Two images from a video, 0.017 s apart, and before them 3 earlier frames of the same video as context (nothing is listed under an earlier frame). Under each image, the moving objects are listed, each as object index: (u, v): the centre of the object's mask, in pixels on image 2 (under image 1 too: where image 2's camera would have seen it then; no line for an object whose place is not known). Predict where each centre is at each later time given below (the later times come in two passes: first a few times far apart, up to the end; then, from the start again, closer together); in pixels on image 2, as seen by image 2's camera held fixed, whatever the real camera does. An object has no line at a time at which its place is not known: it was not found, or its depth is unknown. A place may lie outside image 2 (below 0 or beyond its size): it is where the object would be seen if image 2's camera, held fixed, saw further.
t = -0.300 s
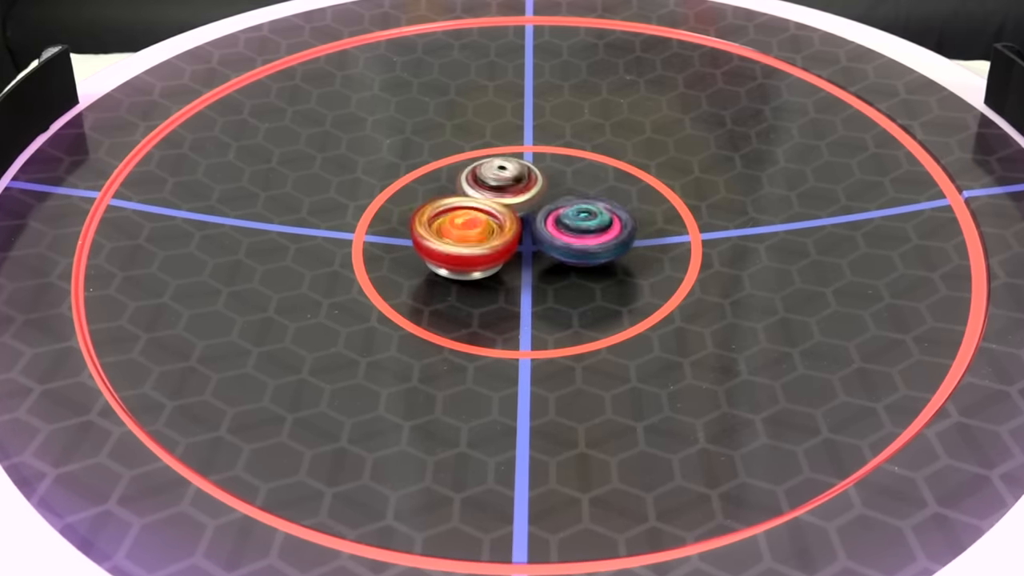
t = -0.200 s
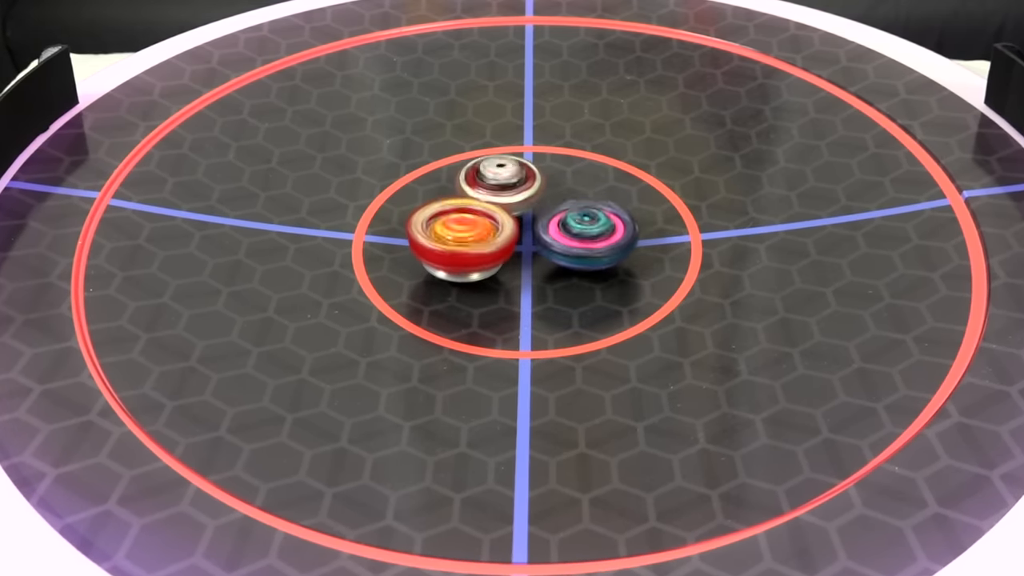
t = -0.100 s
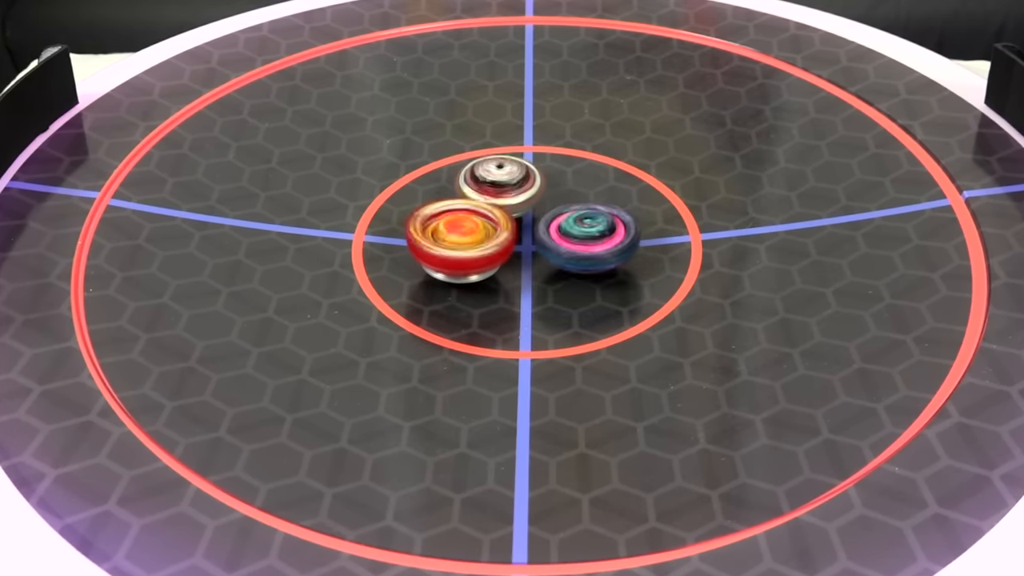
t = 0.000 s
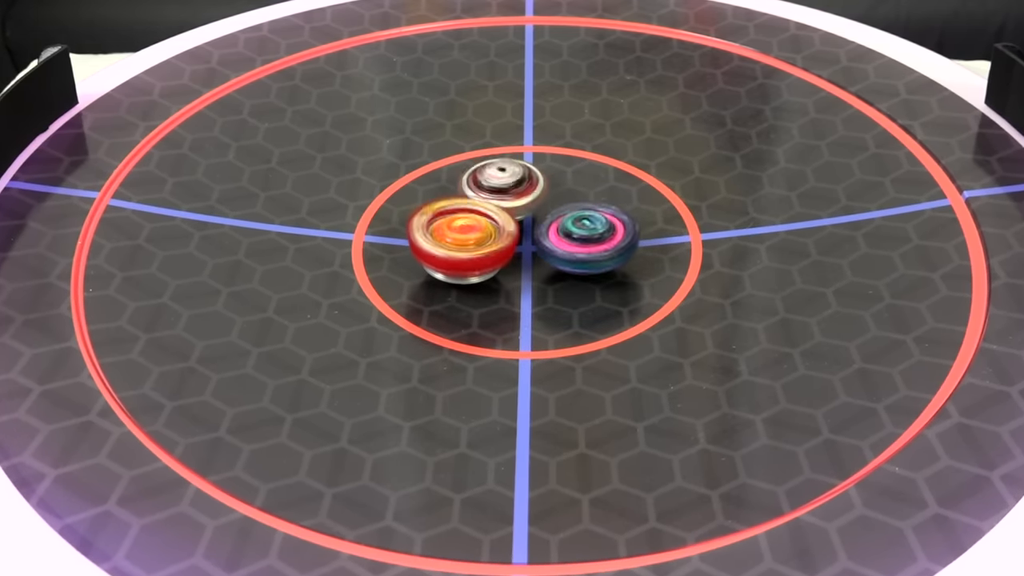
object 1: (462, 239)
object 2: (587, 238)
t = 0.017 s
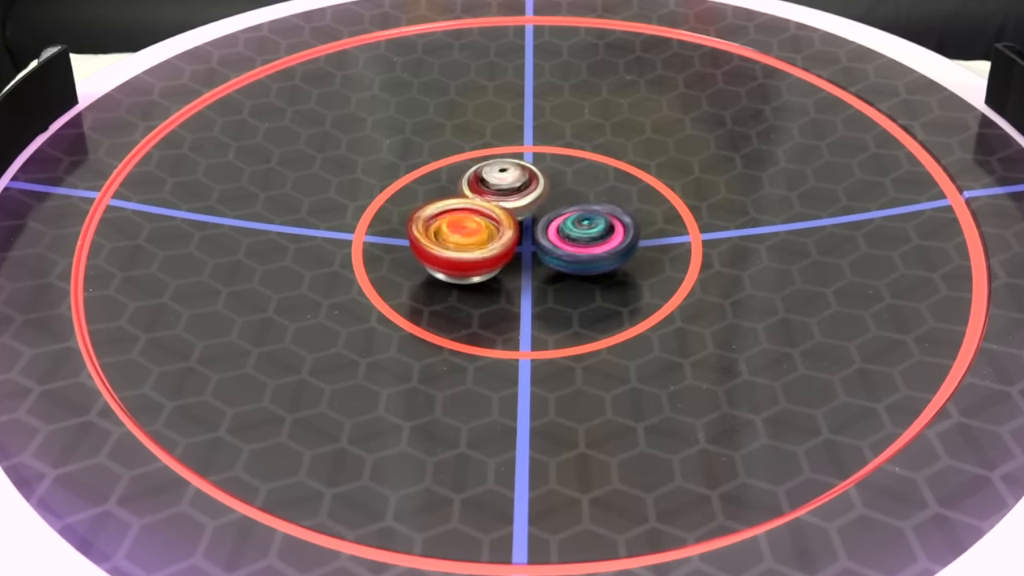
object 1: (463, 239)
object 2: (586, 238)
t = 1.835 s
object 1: (468, 243)
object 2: (595, 240)
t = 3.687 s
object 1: (455, 213)
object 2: (568, 259)
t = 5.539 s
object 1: (435, 224)
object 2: (561, 248)
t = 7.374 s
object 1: (434, 225)
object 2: (561, 237)
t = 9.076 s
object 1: (435, 208)
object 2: (572, 265)
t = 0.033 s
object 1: (463, 239)
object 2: (585, 238)
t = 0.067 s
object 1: (465, 239)
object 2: (585, 239)
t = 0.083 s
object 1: (466, 239)
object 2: (584, 238)
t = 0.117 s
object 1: (466, 240)
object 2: (584, 238)
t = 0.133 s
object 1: (466, 240)
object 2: (583, 238)
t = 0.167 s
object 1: (469, 241)
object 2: (582, 238)
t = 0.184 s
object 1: (468, 241)
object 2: (581, 239)
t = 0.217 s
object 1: (471, 242)
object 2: (581, 238)
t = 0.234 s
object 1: (470, 242)
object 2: (581, 238)
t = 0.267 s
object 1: (459, 243)
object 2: (591, 236)
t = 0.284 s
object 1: (455, 243)
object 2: (595, 235)
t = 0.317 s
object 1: (448, 243)
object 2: (601, 233)
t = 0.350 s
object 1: (444, 244)
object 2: (603, 232)
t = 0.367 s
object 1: (440, 244)
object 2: (604, 232)
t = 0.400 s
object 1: (438, 243)
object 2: (606, 231)
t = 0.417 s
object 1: (437, 244)
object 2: (606, 230)
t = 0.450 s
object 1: (434, 243)
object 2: (609, 230)
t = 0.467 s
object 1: (434, 243)
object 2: (610, 229)
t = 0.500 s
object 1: (431, 242)
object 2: (611, 228)
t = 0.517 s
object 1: (430, 242)
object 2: (611, 227)
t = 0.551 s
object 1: (429, 241)
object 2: (615, 227)
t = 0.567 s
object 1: (429, 240)
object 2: (620, 228)
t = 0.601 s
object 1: (430, 240)
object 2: (624, 228)
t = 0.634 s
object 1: (430, 238)
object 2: (626, 227)
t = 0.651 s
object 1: (432, 238)
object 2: (626, 228)
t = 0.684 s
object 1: (432, 236)
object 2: (627, 227)
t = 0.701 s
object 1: (432, 236)
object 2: (627, 226)
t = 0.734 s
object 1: (431, 235)
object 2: (627, 226)
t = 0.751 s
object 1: (432, 235)
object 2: (628, 225)
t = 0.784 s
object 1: (434, 235)
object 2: (627, 225)
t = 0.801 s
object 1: (434, 234)
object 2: (628, 225)
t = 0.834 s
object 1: (436, 234)
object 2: (627, 224)
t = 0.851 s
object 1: (438, 234)
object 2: (626, 224)
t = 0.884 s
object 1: (439, 233)
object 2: (625, 223)
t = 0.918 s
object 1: (444, 233)
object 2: (623, 223)
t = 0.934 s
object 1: (445, 233)
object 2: (621, 222)
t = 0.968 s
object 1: (450, 232)
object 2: (617, 222)
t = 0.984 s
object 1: (452, 232)
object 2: (617, 222)
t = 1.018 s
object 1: (455, 232)
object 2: (614, 222)
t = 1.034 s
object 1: (458, 232)
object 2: (612, 222)
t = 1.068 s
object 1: (461, 232)
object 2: (609, 221)
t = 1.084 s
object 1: (464, 232)
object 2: (606, 221)
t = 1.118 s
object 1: (469, 232)
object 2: (602, 221)
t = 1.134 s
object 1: (471, 232)
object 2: (601, 221)
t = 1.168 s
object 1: (477, 232)
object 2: (597, 221)
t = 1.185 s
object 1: (478, 233)
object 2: (595, 222)
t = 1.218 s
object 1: (485, 233)
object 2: (594, 224)
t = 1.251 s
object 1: (485, 234)
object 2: (594, 225)
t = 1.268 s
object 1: (484, 235)
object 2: (595, 224)
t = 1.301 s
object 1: (480, 236)
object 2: (597, 225)
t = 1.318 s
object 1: (479, 237)
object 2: (596, 225)
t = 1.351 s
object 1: (480, 238)
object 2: (595, 227)
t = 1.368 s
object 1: (480, 239)
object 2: (595, 228)
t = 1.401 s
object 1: (478, 239)
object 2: (594, 229)
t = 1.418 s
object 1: (478, 240)
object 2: (593, 229)
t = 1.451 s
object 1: (479, 241)
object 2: (592, 230)
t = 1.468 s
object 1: (479, 241)
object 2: (591, 231)
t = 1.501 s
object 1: (480, 241)
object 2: (591, 233)
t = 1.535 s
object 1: (480, 242)
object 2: (592, 234)
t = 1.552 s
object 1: (480, 242)
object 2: (592, 236)
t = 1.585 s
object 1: (481, 242)
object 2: (591, 237)
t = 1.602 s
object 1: (481, 242)
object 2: (591, 237)
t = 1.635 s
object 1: (480, 242)
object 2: (593, 238)
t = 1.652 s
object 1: (478, 242)
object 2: (594, 238)
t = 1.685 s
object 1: (477, 242)
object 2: (594, 239)
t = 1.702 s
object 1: (478, 242)
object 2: (595, 240)
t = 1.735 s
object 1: (475, 242)
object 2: (596, 240)
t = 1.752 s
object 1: (475, 242)
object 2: (596, 240)
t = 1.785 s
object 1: (470, 243)
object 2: (595, 240)
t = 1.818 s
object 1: (468, 243)
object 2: (595, 240)
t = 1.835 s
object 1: (468, 243)
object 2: (595, 240)
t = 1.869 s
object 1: (465, 244)
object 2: (595, 240)
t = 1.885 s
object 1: (464, 244)
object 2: (595, 240)
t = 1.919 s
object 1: (464, 244)
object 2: (594, 241)
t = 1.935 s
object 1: (462, 244)
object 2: (594, 240)
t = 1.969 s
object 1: (460, 244)
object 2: (593, 240)
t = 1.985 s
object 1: (461, 244)
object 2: (593, 241)
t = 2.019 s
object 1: (461, 243)
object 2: (591, 240)
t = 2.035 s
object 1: (460, 243)
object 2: (590, 240)
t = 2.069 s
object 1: (459, 243)
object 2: (588, 239)
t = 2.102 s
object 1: (457, 243)
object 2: (592, 241)
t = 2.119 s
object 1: (457, 243)
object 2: (594, 243)
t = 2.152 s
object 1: (457, 243)
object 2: (596, 244)
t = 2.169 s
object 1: (458, 243)
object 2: (596, 245)
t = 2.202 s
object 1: (459, 243)
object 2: (596, 245)
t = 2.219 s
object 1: (458, 242)
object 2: (595, 245)
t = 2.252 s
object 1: (461, 242)
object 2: (595, 246)
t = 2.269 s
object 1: (462, 242)
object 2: (595, 247)
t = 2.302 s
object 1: (462, 241)
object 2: (595, 247)
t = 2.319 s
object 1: (464, 241)
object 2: (593, 246)
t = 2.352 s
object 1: (468, 240)
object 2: (593, 247)
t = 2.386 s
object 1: (470, 239)
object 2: (592, 247)
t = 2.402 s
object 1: (472, 239)
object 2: (593, 247)
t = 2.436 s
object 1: (476, 238)
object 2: (592, 247)
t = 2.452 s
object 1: (478, 238)
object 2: (590, 247)
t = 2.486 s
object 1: (478, 237)
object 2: (593, 247)
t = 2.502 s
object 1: (475, 236)
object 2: (597, 246)
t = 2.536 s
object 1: (471, 235)
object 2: (601, 245)
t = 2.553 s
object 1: (471, 235)
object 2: (600, 245)
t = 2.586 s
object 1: (470, 233)
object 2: (600, 244)
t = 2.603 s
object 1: (470, 233)
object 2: (601, 245)
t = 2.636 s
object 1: (470, 232)
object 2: (600, 243)
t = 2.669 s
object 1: (470, 230)
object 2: (599, 243)
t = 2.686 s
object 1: (470, 229)
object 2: (598, 242)
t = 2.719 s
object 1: (469, 230)
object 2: (596, 241)
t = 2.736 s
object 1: (469, 230)
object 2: (596, 241)
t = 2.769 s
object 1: (469, 230)
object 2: (593, 240)
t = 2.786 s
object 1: (470, 230)
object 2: (592, 240)
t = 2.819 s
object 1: (470, 229)
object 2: (589, 239)
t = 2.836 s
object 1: (471, 229)
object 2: (588, 238)
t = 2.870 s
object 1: (473, 228)
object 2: (586, 238)
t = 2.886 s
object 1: (474, 228)
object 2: (584, 237)
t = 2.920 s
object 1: (473, 227)
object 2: (583, 236)
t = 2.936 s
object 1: (472, 227)
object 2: (584, 236)
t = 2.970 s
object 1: (472, 227)
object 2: (583, 235)
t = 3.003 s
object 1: (472, 226)
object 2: (581, 235)
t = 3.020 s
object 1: (471, 225)
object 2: (581, 236)
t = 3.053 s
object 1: (471, 224)
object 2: (580, 237)
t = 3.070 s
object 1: (470, 224)
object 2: (579, 237)
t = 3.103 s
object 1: (469, 223)
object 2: (576, 237)
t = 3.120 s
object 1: (467, 223)
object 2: (577, 238)
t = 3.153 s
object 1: (461, 223)
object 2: (577, 238)
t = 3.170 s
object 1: (458, 223)
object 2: (575, 238)
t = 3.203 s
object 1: (455, 223)
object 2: (575, 239)
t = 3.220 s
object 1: (454, 222)
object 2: (575, 239)
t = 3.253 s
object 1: (449, 222)
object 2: (573, 239)
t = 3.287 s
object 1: (446, 221)
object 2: (571, 240)
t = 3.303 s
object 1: (446, 221)
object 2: (572, 242)
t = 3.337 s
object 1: (443, 220)
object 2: (573, 246)
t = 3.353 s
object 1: (442, 220)
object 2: (571, 248)
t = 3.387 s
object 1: (441, 219)
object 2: (571, 249)
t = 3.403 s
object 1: (441, 218)
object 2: (571, 250)
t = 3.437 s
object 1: (441, 218)
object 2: (570, 252)
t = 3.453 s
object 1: (442, 217)
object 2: (569, 253)
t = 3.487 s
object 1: (441, 216)
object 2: (570, 253)
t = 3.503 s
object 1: (441, 215)
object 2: (569, 255)
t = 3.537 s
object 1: (445, 215)
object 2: (569, 256)
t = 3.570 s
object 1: (446, 214)
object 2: (568, 256)
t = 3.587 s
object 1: (447, 213)
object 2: (569, 257)
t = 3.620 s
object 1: (451, 213)
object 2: (569, 258)
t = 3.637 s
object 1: (452, 213)
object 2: (567, 258)
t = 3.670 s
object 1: (453, 213)
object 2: (568, 259)
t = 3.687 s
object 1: (455, 213)
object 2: (568, 259)
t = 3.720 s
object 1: (456, 213)
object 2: (567, 259)
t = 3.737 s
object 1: (458, 214)
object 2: (566, 259)
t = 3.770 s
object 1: (460, 215)
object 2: (567, 259)
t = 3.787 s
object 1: (460, 215)
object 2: (567, 259)
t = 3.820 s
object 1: (464, 216)
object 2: (566, 259)
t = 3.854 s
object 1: (466, 218)
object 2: (566, 258)
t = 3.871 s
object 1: (466, 218)
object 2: (566, 258)
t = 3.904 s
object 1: (469, 220)
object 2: (565, 258)
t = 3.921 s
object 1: (470, 221)
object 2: (564, 258)
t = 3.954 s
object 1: (466, 223)
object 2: (565, 258)
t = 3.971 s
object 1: (464, 223)
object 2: (569, 258)
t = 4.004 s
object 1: (459, 223)
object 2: (573, 259)
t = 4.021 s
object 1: (456, 224)
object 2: (574, 258)
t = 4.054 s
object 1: (455, 224)
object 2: (574, 257)
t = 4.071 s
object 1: (454, 225)
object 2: (574, 257)
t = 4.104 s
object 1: (450, 226)
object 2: (574, 256)
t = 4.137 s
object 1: (448, 226)
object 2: (574, 255)
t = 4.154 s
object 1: (448, 227)
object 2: (575, 255)
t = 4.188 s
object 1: (446, 227)
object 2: (573, 254)
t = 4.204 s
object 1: (446, 227)
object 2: (573, 253)
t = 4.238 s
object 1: (445, 227)
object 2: (573, 252)
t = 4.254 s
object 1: (445, 227)
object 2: (571, 251)
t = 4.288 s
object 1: (442, 227)
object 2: (569, 250)
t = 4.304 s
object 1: (442, 227)
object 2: (569, 249)
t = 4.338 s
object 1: (441, 227)
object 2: (570, 250)
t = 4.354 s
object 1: (439, 227)
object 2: (571, 250)
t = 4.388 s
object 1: (438, 227)
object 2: (571, 251)
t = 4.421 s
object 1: (432, 229)
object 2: (570, 250)
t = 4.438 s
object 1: (429, 229)
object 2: (568, 250)
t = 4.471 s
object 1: (427, 230)
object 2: (568, 250)
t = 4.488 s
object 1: (425, 230)
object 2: (567, 251)
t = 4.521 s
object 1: (421, 231)
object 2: (566, 250)
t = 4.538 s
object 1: (419, 230)
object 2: (565, 250)
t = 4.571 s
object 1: (418, 230)
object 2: (563, 249)
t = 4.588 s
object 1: (419, 230)
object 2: (563, 249)
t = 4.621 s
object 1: (416, 230)
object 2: (561, 249)
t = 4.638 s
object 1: (416, 230)
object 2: (559, 249)
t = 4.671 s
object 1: (416, 229)
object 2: (557, 248)
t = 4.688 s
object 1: (417, 229)
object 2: (556, 248)
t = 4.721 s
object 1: (417, 228)
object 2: (553, 248)
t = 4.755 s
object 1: (418, 228)
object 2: (551, 248)
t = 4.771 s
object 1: (420, 227)
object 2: (550, 247)
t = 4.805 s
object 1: (422, 227)
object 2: (547, 247)
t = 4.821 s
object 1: (424, 227)
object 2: (545, 247)
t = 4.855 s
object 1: (428, 227)
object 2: (543, 247)
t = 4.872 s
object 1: (430, 226)
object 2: (541, 247)
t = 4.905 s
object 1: (432, 226)
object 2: (540, 247)
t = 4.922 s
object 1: (433, 226)
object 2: (540, 246)
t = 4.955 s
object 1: (433, 224)
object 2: (543, 246)
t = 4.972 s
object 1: (431, 224)
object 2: (546, 247)
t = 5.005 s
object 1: (432, 223)
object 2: (551, 251)
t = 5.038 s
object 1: (432, 222)
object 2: (553, 253)
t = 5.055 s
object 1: (431, 221)
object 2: (555, 253)
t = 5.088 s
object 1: (431, 220)
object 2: (554, 254)
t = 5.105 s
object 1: (433, 219)
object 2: (554, 254)
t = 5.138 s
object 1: (436, 219)
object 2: (556, 255)
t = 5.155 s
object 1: (436, 219)
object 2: (557, 255)
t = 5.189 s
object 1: (439, 217)
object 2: (559, 256)
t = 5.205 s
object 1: (442, 216)
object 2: (559, 255)
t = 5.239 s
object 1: (446, 217)
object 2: (560, 256)
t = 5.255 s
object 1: (447, 216)
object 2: (561, 255)
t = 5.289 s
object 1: (449, 215)
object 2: (563, 254)
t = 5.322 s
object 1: (445, 217)
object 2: (564, 254)
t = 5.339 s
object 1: (442, 217)
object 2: (564, 253)
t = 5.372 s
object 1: (441, 218)
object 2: (565, 252)
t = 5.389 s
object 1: (441, 219)
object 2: (564, 252)
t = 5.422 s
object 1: (437, 221)
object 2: (564, 251)
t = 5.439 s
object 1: (436, 221)
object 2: (564, 250)
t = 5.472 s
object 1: (436, 221)
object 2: (563, 249)
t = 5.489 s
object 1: (437, 222)
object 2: (563, 249)
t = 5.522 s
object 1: (436, 223)
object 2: (562, 248)
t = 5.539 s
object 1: (435, 224)
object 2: (561, 248)
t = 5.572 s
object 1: (435, 224)
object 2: (559, 246)
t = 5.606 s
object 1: (436, 225)
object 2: (556, 246)
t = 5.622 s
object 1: (437, 225)
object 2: (556, 245)
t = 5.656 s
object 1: (437, 226)
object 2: (553, 243)
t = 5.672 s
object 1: (438, 226)
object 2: (551, 243)
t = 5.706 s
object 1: (439, 227)
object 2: (548, 243)
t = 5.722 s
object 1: (441, 227)
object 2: (548, 242)
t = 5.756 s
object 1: (439, 228)
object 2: (549, 241)
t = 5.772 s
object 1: (439, 228)
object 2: (550, 241)
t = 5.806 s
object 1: (441, 228)
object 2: (551, 242)
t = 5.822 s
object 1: (443, 228)
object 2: (549, 242)
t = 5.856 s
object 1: (439, 228)
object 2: (555, 242)
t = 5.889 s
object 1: (437, 227)
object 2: (559, 242)
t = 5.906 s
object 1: (437, 227)
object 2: (560, 242)
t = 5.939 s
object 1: (437, 227)
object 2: (562, 243)
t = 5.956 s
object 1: (437, 227)
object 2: (563, 243)
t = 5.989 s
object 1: (434, 226)
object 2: (564, 243)
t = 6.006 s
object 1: (434, 225)
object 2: (565, 243)
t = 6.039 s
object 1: (437, 225)
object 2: (566, 243)
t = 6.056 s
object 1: (439, 224)
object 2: (567, 242)
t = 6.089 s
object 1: (440, 223)
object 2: (568, 242)
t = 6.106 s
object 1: (440, 223)
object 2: (568, 241)
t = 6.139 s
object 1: (444, 222)
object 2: (568, 240)
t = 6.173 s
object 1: (448, 222)
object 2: (569, 239)
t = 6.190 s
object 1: (449, 221)
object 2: (569, 239)
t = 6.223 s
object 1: (452, 220)
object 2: (568, 238)
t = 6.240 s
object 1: (455, 220)
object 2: (567, 238)
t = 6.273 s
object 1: (461, 220)
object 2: (567, 237)
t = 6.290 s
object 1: (460, 220)
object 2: (568, 236)
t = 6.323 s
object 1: (460, 219)
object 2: (573, 235)
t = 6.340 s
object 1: (462, 218)
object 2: (573, 234)
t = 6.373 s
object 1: (465, 219)
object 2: (572, 233)
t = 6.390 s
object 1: (466, 218)
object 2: (571, 233)
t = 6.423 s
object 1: (466, 218)
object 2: (573, 235)
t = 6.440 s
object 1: (467, 217)
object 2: (575, 235)
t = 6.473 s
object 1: (469, 217)
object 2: (576, 237)
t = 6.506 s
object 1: (467, 219)
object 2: (577, 237)
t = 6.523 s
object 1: (466, 220)
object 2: (577, 237)
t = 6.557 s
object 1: (467, 221)
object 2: (576, 236)
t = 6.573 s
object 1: (467, 222)
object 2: (575, 237)
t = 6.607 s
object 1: (468, 223)
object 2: (575, 238)
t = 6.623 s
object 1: (468, 224)
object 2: (575, 238)
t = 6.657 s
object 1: (468, 225)
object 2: (575, 237)
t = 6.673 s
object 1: (467, 226)
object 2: (574, 237)
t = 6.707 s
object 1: (467, 226)
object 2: (574, 238)
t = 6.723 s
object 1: (468, 227)
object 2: (574, 237)
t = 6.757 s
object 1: (463, 227)
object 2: (581, 237)
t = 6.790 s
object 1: (460, 226)
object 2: (584, 237)
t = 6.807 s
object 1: (460, 226)
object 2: (585, 236)
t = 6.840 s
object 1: (459, 226)
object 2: (585, 236)
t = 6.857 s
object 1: (458, 226)
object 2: (585, 236)
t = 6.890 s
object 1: (454, 226)
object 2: (586, 235)
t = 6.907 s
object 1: (453, 225)
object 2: (586, 235)
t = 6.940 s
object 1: (454, 224)
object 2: (587, 234)
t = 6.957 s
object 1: (455, 224)
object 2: (587, 233)
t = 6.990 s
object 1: (456, 223)
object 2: (585, 232)
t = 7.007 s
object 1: (455, 222)
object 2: (585, 232)
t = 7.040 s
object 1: (455, 221)
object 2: (582, 232)
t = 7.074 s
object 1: (455, 220)
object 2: (582, 232)
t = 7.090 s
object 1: (453, 221)
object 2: (581, 232)
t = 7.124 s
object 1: (453, 220)
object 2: (580, 231)
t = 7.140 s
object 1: (454, 219)
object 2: (578, 231)
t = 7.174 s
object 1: (449, 221)
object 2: (575, 231)
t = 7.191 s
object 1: (447, 222)
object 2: (573, 231)
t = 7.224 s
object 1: (442, 223)
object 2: (571, 233)
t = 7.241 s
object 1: (442, 223)
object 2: (570, 234)
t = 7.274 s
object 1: (441, 225)
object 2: (568, 235)
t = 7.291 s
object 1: (440, 225)
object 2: (568, 234)
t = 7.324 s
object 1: (438, 225)
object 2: (565, 234)
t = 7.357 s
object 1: (434, 225)
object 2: (562, 236)
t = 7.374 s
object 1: (434, 225)
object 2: (561, 237)
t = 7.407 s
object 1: (435, 224)
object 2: (561, 238)
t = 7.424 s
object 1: (437, 224)
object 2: (560, 238)
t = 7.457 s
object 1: (436, 224)
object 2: (559, 239)
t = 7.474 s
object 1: (436, 224)
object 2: (558, 240)
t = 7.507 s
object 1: (435, 223)
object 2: (558, 242)
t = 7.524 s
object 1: (436, 223)
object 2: (559, 243)
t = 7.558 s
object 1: (441, 223)
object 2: (559, 244)
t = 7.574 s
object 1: (442, 223)
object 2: (560, 244)
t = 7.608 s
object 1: (444, 222)
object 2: (561, 246)
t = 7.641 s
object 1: (447, 223)
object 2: (561, 247)
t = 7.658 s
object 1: (449, 223)
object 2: (562, 247)
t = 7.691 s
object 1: (452, 223)
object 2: (562, 247)
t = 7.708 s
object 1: (453, 224)
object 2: (564, 247)
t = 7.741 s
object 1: (454, 226)
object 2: (566, 247)
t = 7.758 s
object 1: (455, 227)
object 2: (567, 247)
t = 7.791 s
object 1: (459, 228)
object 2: (569, 246)
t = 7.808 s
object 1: (460, 229)
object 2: (568, 246)
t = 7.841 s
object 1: (464, 231)
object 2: (569, 244)
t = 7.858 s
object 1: (466, 232)
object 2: (568, 244)
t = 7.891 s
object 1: (465, 235)
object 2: (568, 244)
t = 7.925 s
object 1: (465, 237)
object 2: (569, 244)
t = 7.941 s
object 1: (465, 237)
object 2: (570, 242)
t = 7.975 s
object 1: (462, 238)
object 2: (572, 241)
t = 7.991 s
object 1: (461, 239)
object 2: (572, 240)
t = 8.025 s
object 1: (461, 239)
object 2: (571, 240)
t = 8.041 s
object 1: (460, 240)
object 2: (571, 240)
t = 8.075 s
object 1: (456, 240)
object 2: (571, 240)
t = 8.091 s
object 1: (455, 240)
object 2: (571, 239)
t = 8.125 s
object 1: (452, 239)
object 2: (569, 238)
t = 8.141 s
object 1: (452, 239)
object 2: (568, 239)
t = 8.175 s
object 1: (452, 239)
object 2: (568, 243)
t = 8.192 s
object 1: (452, 238)
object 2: (570, 244)
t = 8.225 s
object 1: (454, 237)
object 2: (572, 247)
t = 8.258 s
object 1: (453, 237)
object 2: (573, 248)
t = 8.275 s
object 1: (454, 236)
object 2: (572, 248)
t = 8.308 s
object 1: (454, 235)
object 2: (574, 250)
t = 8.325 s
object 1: (454, 234)
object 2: (574, 250)
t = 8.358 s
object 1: (459, 233)
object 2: (573, 250)
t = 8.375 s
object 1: (462, 233)
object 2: (574, 250)
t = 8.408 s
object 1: (465, 233)
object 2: (573, 250)
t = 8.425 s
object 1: (465, 232)
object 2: (573, 250)
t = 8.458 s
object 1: (464, 230)
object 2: (575, 249)
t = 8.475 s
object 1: (466, 230)
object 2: (575, 248)
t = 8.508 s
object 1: (471, 229)
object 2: (576, 248)
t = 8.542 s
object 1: (471, 227)
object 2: (578, 247)
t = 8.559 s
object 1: (471, 226)
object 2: (580, 247)
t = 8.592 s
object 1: (472, 224)
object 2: (579, 245)
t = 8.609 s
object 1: (472, 224)
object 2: (578, 244)
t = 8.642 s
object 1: (470, 224)
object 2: (575, 245)
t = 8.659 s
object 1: (470, 224)
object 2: (574, 244)
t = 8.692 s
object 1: (467, 224)
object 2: (571, 245)
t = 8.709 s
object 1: (463, 223)
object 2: (571, 246)
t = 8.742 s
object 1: (461, 222)
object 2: (573, 247)
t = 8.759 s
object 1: (461, 222)
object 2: (573, 246)
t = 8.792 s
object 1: (456, 222)
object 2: (577, 248)
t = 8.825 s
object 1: (449, 222)
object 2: (584, 253)
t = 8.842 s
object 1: (447, 221)
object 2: (584, 254)
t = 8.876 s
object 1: (444, 220)
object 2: (583, 255)
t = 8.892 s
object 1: (444, 220)
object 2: (581, 255)
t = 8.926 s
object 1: (441, 218)
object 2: (576, 255)
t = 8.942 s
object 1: (438, 216)
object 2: (575, 255)
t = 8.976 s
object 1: (435, 215)
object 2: (572, 256)
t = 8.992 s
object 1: (434, 213)
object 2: (570, 257)
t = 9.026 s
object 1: (433, 211)
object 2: (569, 260)
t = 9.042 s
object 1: (435, 210)
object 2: (570, 262)
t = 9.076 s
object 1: (435, 208)
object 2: (572, 265)
